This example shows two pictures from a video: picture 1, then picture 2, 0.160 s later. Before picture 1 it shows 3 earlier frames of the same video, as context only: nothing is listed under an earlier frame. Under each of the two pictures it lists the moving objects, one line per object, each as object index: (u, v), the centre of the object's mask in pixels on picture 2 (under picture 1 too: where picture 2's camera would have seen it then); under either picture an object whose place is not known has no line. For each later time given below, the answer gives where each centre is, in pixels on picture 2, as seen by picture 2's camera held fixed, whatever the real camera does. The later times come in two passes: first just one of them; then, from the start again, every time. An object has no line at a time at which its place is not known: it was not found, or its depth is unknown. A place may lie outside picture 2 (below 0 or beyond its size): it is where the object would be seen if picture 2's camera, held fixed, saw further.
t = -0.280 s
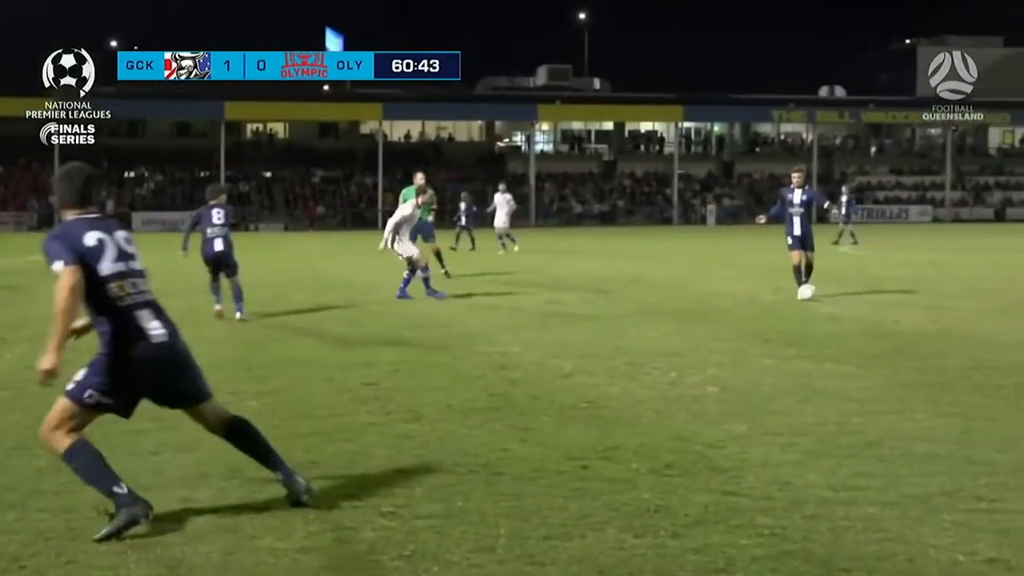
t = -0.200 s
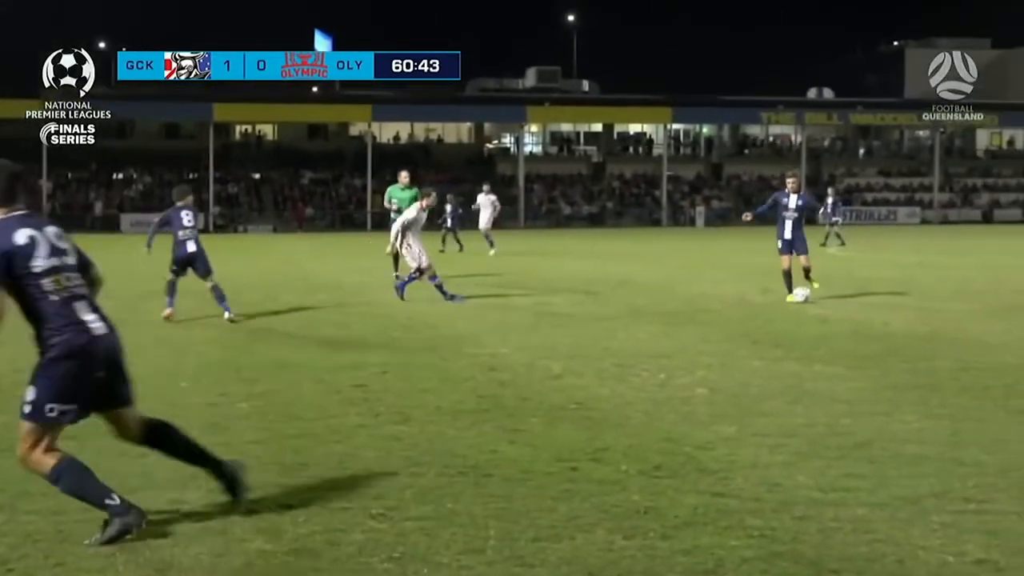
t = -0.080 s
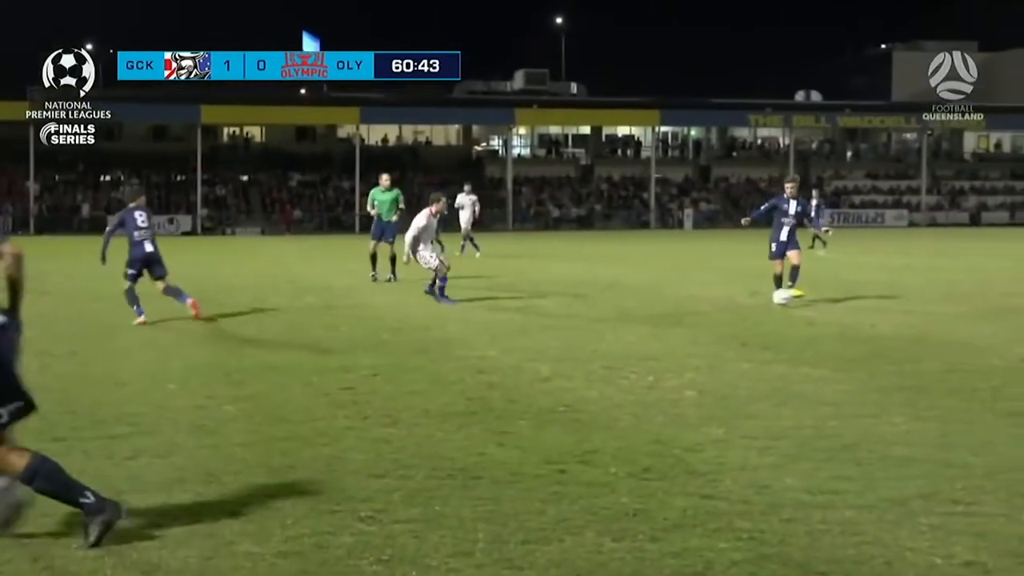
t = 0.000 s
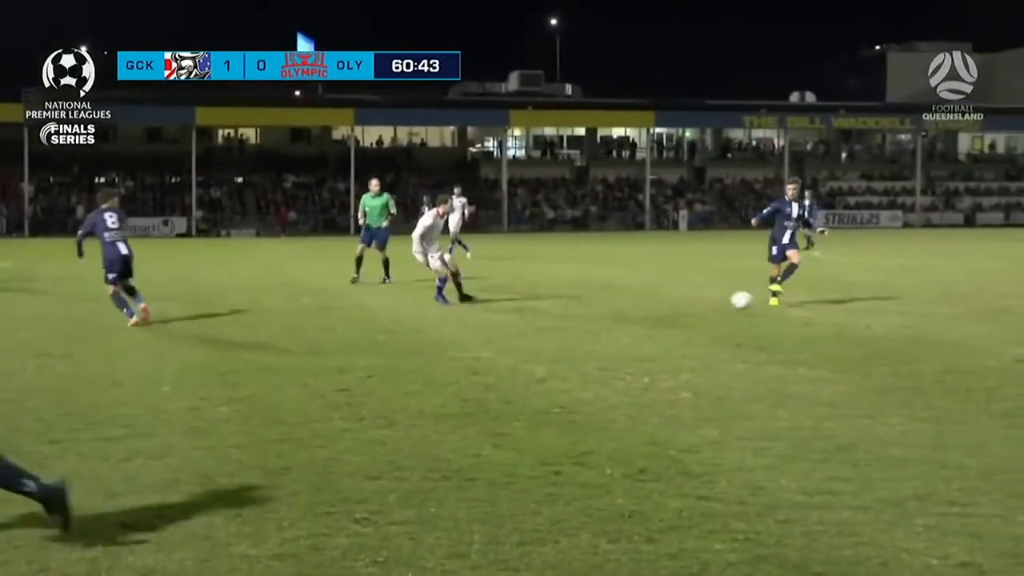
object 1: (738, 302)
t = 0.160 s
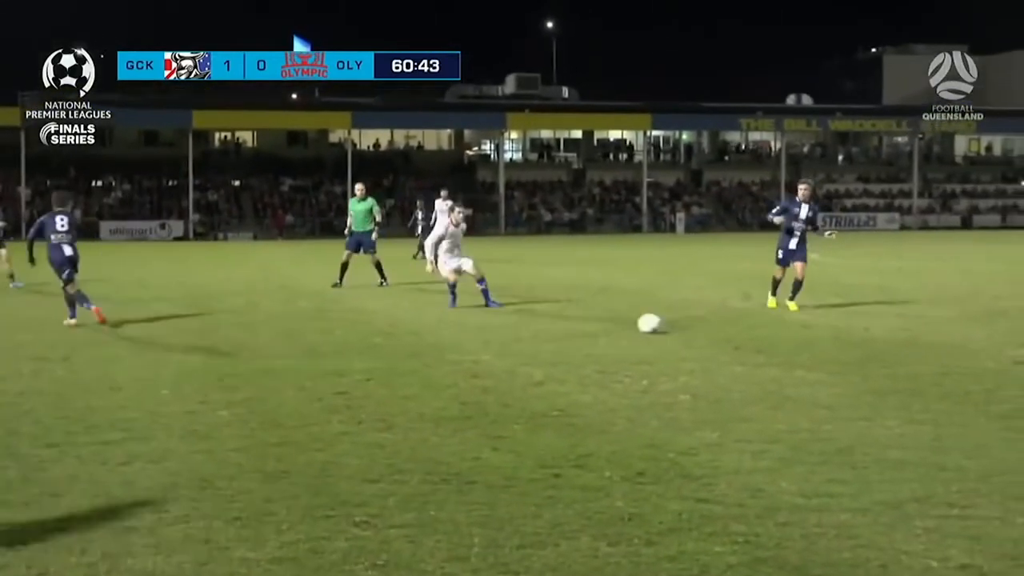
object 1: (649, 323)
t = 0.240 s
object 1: (598, 317)
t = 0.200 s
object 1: (625, 320)
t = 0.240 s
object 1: (598, 317)
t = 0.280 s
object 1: (569, 316)
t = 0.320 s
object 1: (539, 317)
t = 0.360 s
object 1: (506, 320)
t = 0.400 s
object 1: (471, 326)
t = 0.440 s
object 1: (433, 334)
